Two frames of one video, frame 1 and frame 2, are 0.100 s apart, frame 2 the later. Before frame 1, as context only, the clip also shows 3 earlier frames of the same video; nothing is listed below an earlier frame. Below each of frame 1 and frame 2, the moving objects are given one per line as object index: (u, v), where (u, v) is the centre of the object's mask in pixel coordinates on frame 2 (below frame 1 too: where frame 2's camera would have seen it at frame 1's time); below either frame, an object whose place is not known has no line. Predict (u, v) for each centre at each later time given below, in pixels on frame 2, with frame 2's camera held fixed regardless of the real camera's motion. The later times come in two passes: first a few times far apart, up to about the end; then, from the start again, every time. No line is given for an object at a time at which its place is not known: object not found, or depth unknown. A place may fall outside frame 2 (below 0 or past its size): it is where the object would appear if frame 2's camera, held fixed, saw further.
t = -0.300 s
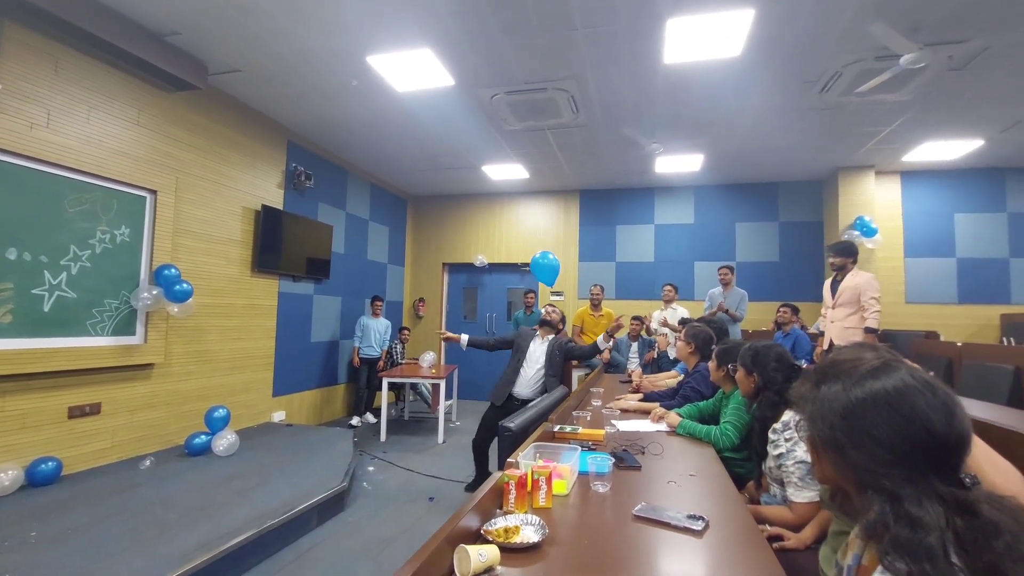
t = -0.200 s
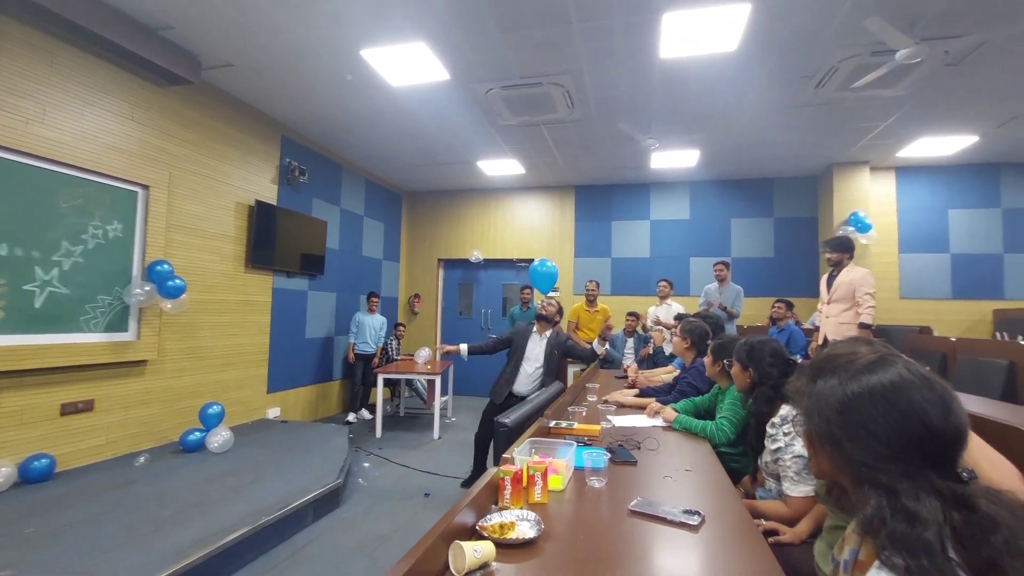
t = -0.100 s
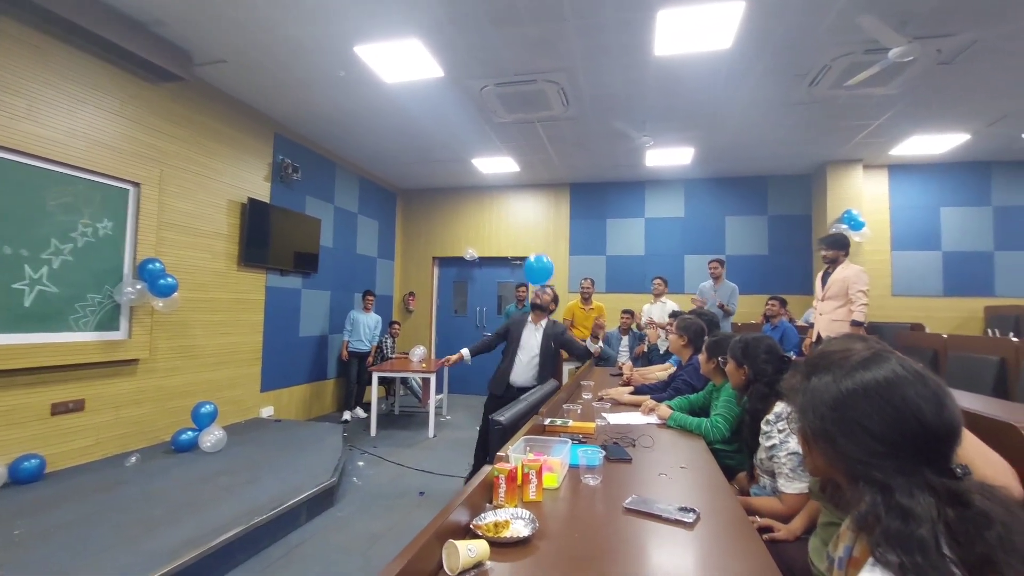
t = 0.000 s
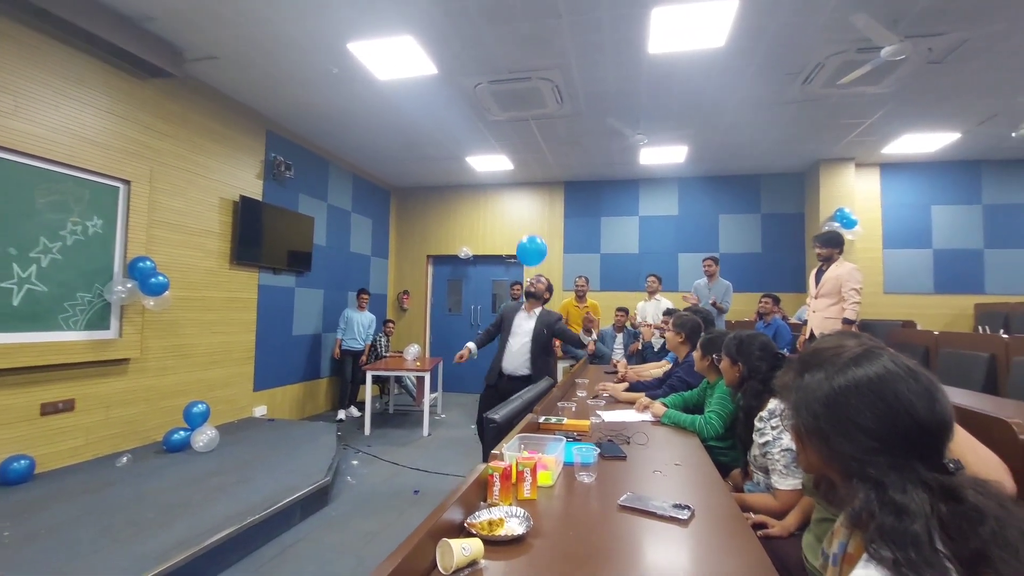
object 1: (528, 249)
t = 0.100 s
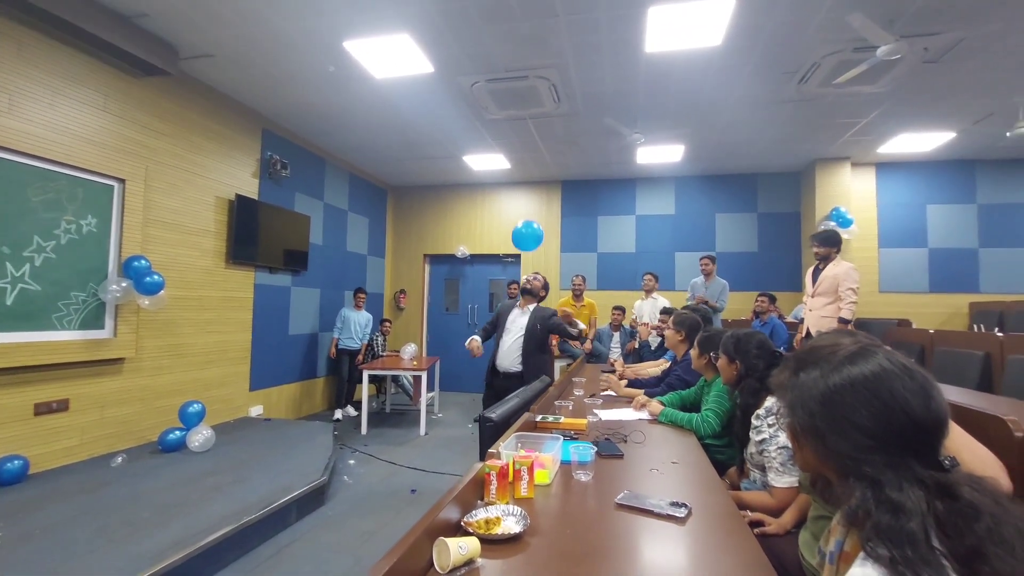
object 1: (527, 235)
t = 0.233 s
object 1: (526, 221)
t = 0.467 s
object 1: (524, 206)
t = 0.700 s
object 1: (523, 202)
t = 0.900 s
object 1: (520, 209)
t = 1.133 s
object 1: (518, 229)
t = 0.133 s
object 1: (527, 232)
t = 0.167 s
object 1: (527, 228)
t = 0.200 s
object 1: (527, 224)
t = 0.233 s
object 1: (526, 221)
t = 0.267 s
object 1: (526, 218)
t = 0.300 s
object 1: (525, 215)
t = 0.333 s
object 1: (525, 213)
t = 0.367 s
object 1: (525, 211)
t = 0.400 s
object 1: (525, 209)
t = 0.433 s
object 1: (524, 208)
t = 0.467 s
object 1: (524, 206)
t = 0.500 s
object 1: (524, 205)
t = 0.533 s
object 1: (524, 204)
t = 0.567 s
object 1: (524, 203)
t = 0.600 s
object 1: (524, 203)
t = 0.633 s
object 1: (523, 202)
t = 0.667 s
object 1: (523, 202)
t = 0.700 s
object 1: (523, 202)
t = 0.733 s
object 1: (522, 203)
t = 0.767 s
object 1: (521, 204)
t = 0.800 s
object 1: (521, 205)
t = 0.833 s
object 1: (520, 207)
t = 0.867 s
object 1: (520, 208)
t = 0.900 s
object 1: (520, 209)
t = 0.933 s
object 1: (519, 212)
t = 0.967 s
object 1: (519, 215)
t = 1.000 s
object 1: (519, 217)
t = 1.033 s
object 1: (519, 220)
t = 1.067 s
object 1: (518, 223)
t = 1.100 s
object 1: (518, 226)
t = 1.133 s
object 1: (518, 229)
